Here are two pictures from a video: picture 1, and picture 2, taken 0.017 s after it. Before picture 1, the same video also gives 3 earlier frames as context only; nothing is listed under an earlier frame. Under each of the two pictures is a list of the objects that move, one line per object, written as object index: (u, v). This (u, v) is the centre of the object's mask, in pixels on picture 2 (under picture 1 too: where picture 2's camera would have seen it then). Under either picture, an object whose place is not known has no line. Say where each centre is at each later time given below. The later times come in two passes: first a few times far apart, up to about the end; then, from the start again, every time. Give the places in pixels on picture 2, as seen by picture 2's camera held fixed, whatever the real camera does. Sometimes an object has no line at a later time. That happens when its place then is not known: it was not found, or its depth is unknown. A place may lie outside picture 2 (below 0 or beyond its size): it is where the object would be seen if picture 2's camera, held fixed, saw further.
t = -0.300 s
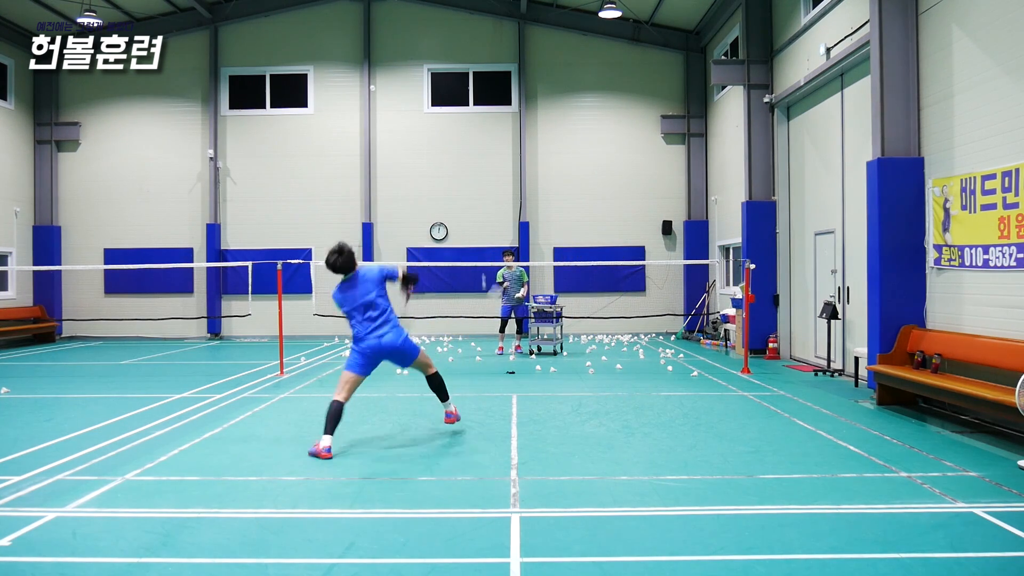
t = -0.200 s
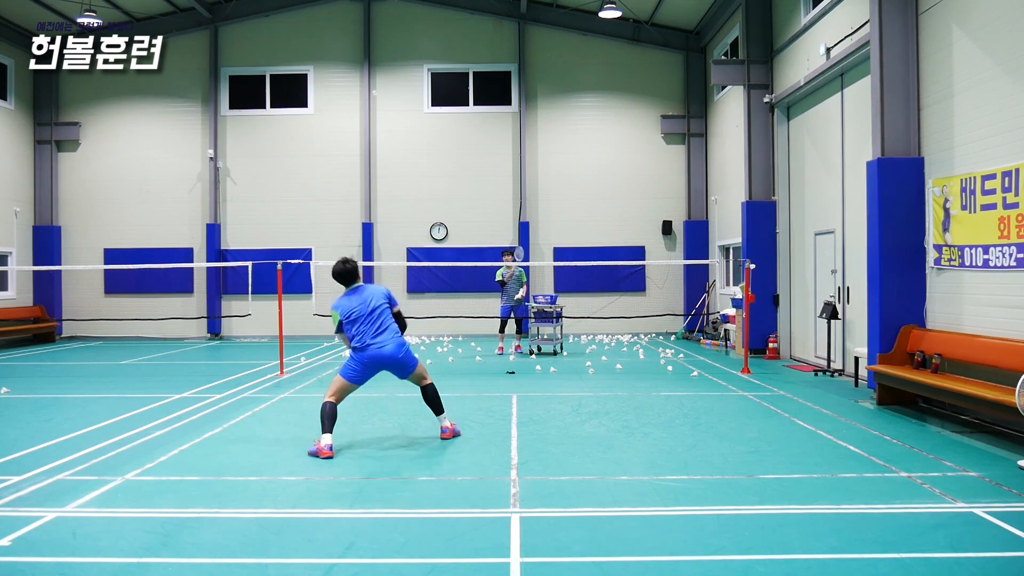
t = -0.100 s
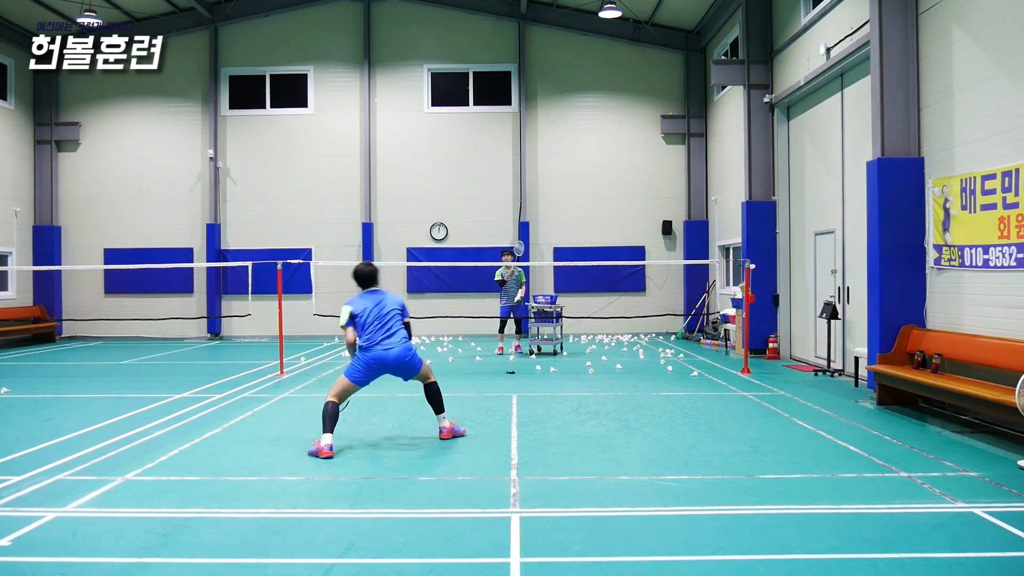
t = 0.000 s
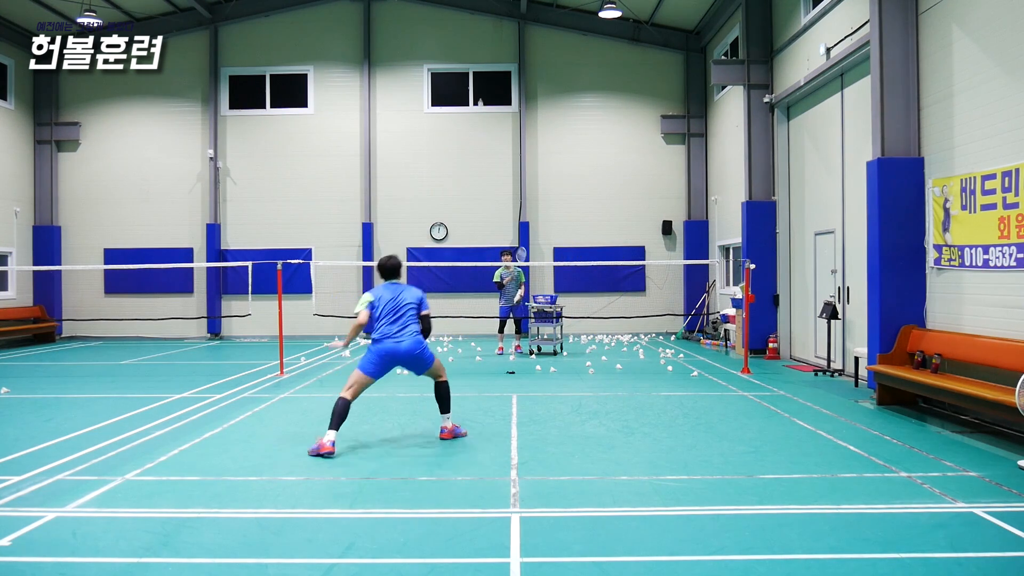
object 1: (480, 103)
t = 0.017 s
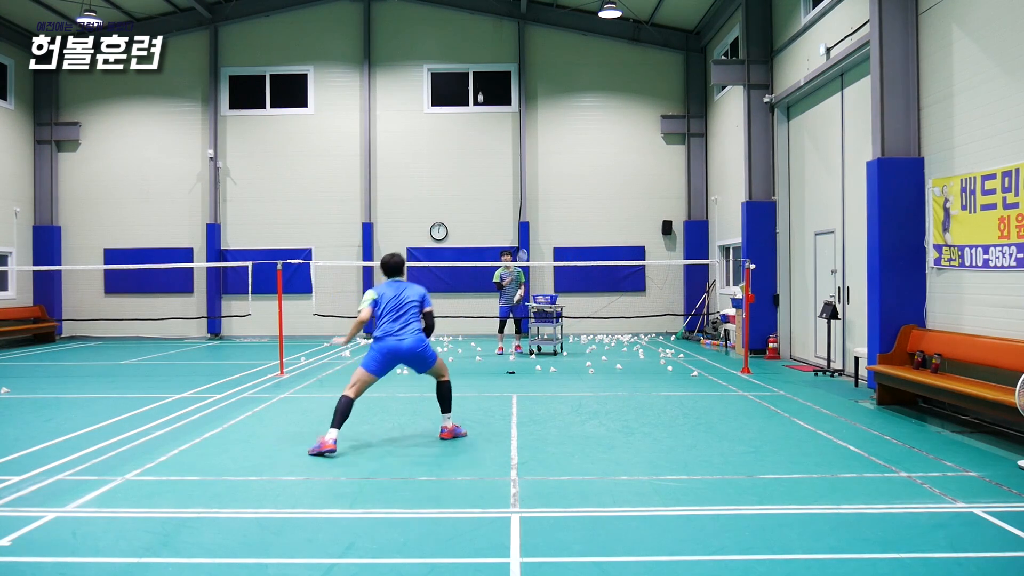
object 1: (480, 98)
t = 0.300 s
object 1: (478, 24)
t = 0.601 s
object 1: (473, 25)
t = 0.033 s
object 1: (480, 91)
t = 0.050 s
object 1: (480, 85)
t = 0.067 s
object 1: (480, 79)
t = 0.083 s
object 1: (480, 74)
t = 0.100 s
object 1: (480, 68)
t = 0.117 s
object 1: (480, 63)
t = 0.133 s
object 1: (480, 58)
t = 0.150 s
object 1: (479, 54)
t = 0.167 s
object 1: (479, 50)
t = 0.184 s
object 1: (479, 45)
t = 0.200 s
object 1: (479, 42)
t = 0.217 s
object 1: (479, 38)
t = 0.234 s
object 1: (479, 35)
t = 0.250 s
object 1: (479, 31)
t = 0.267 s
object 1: (479, 29)
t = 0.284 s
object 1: (479, 26)
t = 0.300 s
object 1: (478, 24)
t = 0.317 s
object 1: (478, 21)
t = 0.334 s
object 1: (477, 20)
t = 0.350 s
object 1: (477, 18)
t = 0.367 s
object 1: (477, 17)
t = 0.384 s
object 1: (476, 15)
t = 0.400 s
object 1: (477, 14)
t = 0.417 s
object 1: (476, 14)
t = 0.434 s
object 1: (476, 14)
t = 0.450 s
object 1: (476, 14)
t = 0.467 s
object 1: (476, 14)
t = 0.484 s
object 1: (475, 14)
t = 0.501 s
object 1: (475, 14)
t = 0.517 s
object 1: (475, 16)
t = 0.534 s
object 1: (474, 17)
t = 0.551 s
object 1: (474, 18)
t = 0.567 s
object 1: (474, 20)
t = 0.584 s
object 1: (473, 22)
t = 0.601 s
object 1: (473, 25)
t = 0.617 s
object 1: (473, 28)
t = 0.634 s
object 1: (473, 31)
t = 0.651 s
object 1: (473, 35)
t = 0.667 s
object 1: (472, 38)
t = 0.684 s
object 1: (472, 42)
